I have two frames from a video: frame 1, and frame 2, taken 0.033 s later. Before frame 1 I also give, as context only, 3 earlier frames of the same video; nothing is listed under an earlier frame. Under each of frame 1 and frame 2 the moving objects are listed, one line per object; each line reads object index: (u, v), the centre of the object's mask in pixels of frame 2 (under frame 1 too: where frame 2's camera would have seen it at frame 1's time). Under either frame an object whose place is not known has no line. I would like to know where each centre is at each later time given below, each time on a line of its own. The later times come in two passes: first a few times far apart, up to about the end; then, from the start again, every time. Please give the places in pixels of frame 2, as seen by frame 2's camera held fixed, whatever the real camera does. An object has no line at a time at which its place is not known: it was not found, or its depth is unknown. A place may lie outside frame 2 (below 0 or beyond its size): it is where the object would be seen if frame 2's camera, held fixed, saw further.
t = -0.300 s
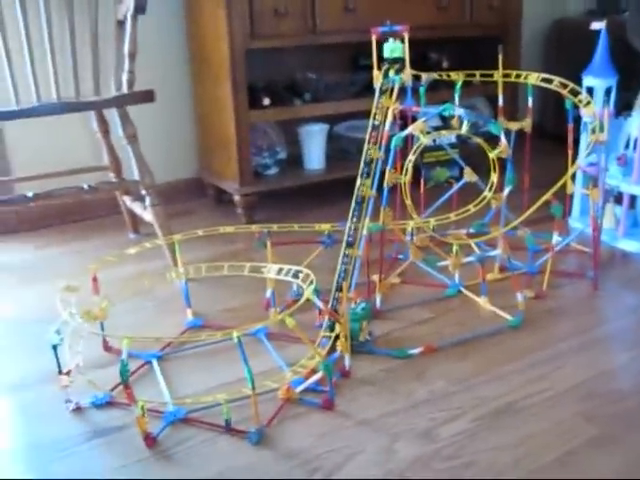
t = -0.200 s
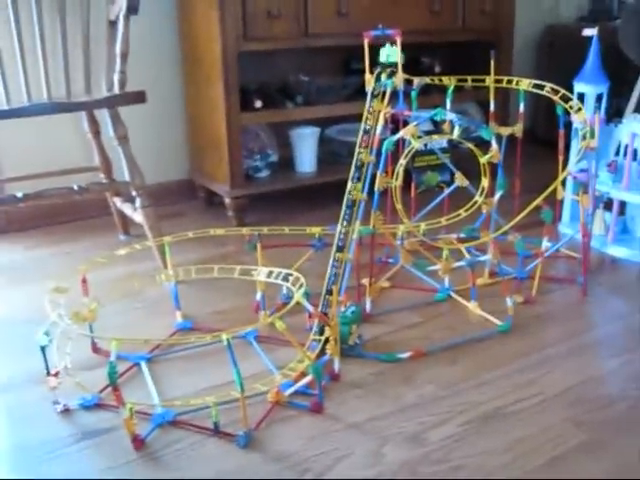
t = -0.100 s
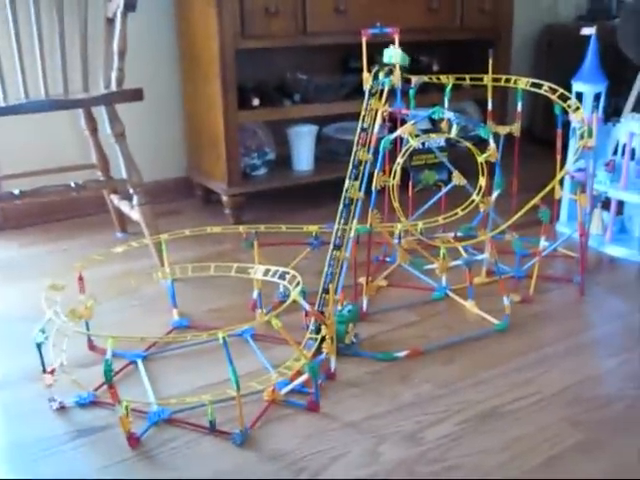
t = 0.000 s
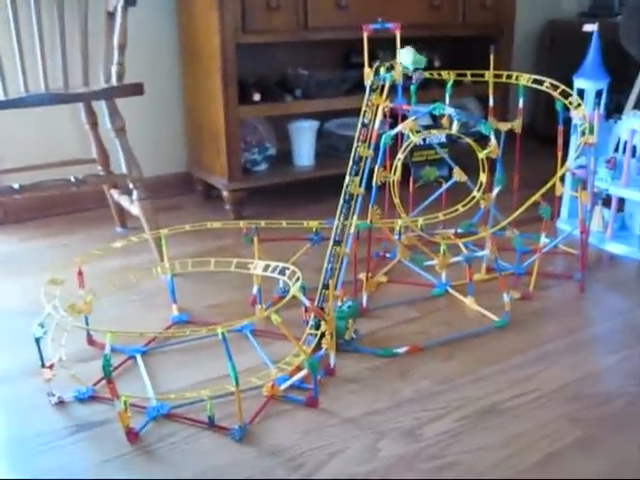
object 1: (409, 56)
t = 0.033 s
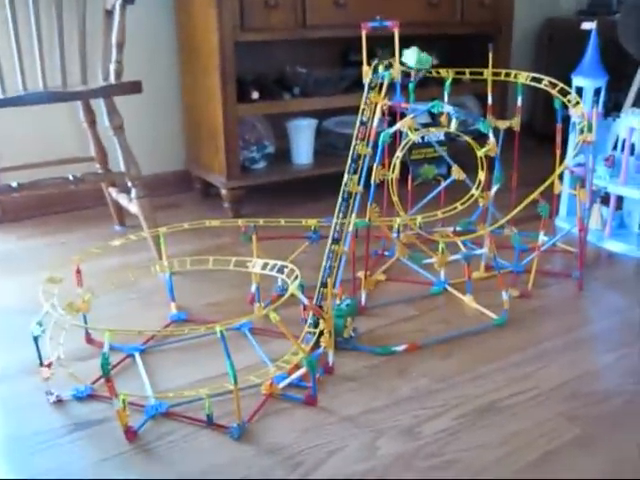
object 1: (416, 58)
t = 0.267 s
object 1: (492, 65)
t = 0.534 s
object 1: (571, 101)
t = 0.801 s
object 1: (438, 221)
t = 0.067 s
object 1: (426, 60)
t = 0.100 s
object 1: (435, 61)
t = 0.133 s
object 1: (446, 62)
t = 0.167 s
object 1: (457, 63)
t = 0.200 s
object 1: (469, 64)
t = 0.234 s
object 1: (481, 65)
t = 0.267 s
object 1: (492, 65)
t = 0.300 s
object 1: (504, 67)
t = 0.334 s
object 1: (516, 68)
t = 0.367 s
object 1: (526, 70)
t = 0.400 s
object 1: (537, 74)
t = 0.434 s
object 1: (546, 78)
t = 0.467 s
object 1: (556, 83)
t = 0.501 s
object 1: (567, 92)
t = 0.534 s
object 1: (571, 101)
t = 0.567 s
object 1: (573, 114)
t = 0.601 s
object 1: (571, 130)
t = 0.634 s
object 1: (557, 148)
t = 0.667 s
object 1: (540, 166)
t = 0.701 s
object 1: (518, 185)
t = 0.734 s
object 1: (493, 205)
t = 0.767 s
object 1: (467, 219)
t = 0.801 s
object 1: (438, 221)
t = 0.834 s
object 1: (411, 199)
